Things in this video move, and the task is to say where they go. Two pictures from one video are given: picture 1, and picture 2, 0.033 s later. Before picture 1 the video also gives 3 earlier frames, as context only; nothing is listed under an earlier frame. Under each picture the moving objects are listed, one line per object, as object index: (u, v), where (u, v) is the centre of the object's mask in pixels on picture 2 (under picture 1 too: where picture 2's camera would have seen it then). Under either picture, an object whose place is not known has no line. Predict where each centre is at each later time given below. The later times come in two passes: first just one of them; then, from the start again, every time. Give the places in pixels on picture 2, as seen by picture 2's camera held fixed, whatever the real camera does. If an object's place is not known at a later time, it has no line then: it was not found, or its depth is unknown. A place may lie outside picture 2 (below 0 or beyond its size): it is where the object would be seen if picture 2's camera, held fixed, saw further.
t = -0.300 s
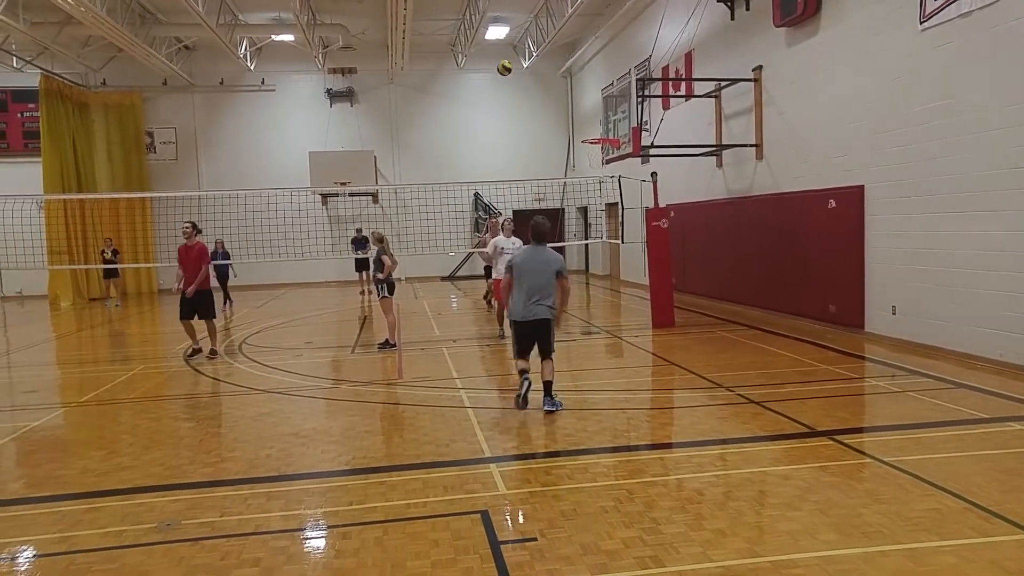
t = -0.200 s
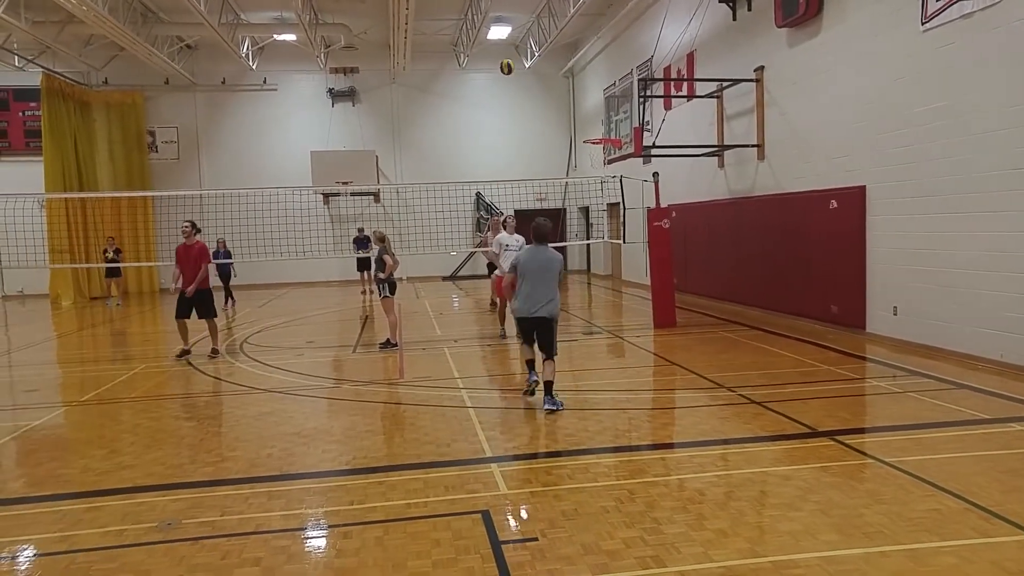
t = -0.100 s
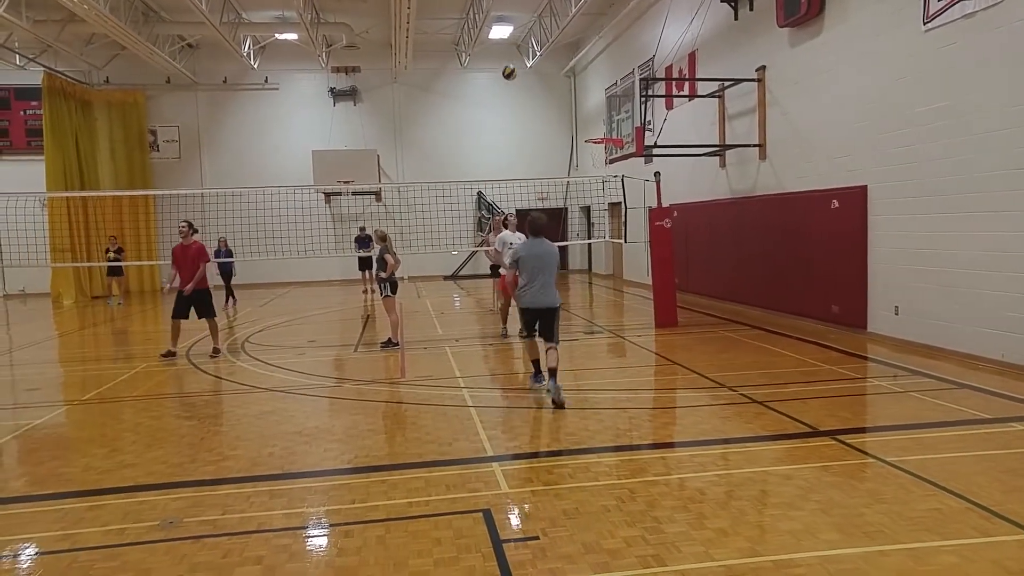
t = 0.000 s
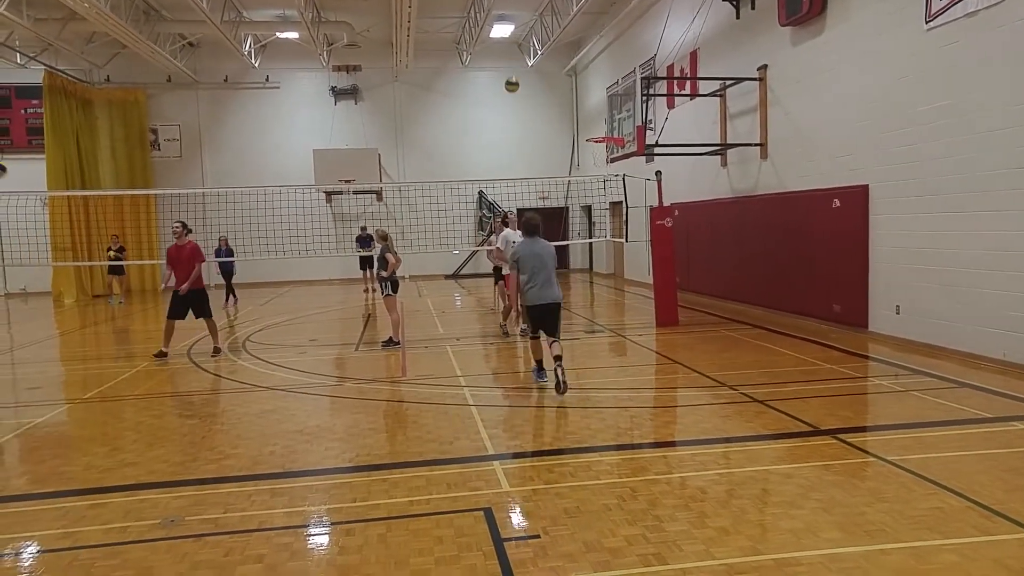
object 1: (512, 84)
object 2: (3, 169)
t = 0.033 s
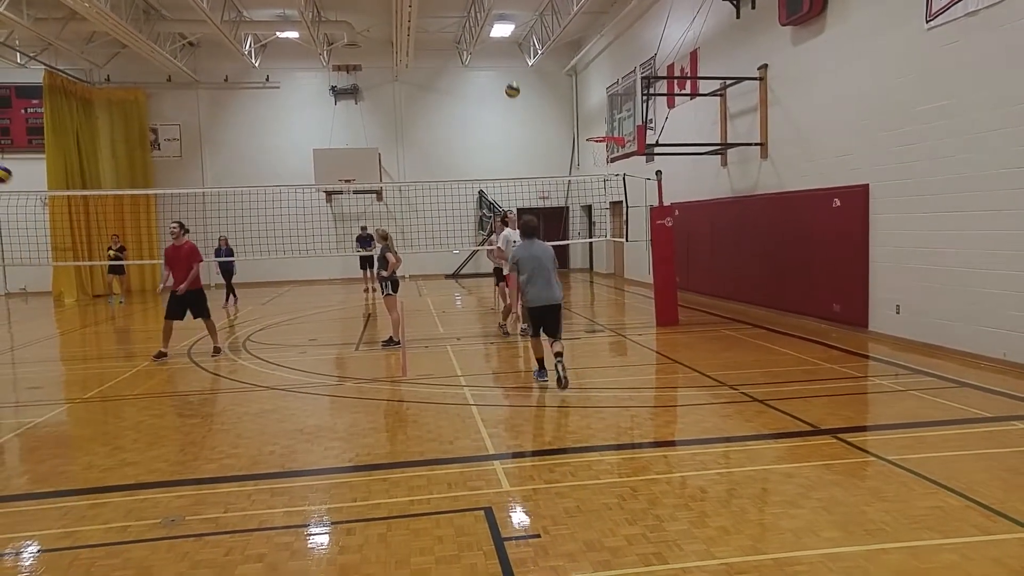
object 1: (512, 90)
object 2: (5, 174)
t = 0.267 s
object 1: (516, 153)
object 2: (34, 239)
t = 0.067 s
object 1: (512, 97)
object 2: (7, 180)
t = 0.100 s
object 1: (513, 104)
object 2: (10, 187)
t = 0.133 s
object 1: (513, 113)
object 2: (13, 196)
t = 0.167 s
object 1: (514, 122)
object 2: (19, 206)
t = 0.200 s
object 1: (514, 131)
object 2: (25, 216)
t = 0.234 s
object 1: (515, 142)
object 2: (29, 227)
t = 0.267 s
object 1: (516, 153)
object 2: (34, 239)
